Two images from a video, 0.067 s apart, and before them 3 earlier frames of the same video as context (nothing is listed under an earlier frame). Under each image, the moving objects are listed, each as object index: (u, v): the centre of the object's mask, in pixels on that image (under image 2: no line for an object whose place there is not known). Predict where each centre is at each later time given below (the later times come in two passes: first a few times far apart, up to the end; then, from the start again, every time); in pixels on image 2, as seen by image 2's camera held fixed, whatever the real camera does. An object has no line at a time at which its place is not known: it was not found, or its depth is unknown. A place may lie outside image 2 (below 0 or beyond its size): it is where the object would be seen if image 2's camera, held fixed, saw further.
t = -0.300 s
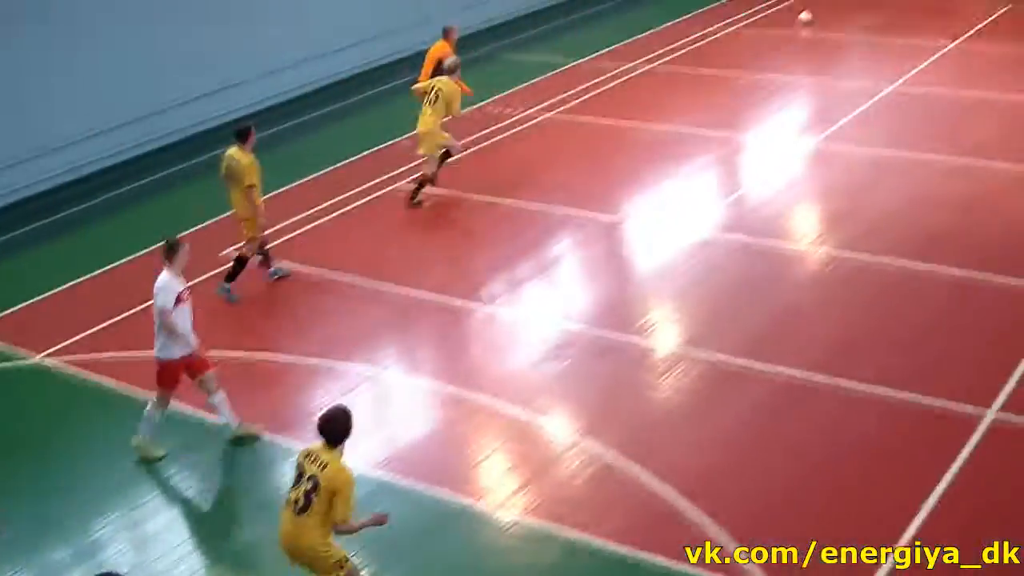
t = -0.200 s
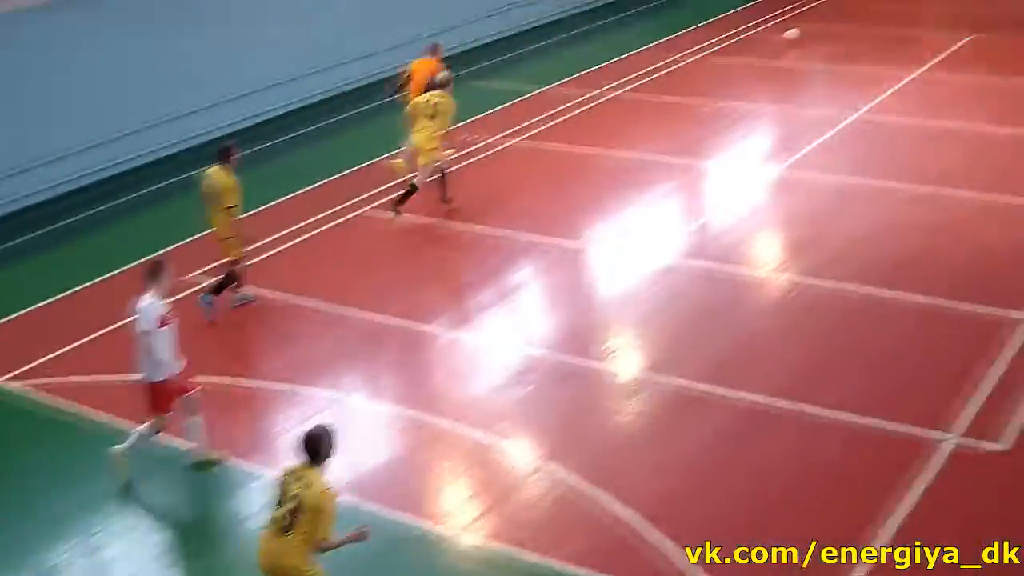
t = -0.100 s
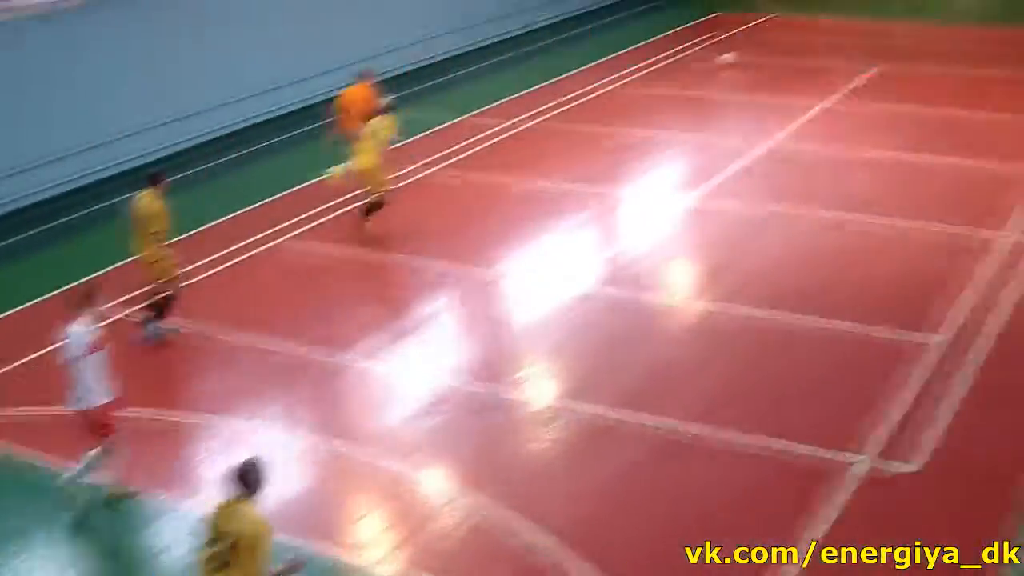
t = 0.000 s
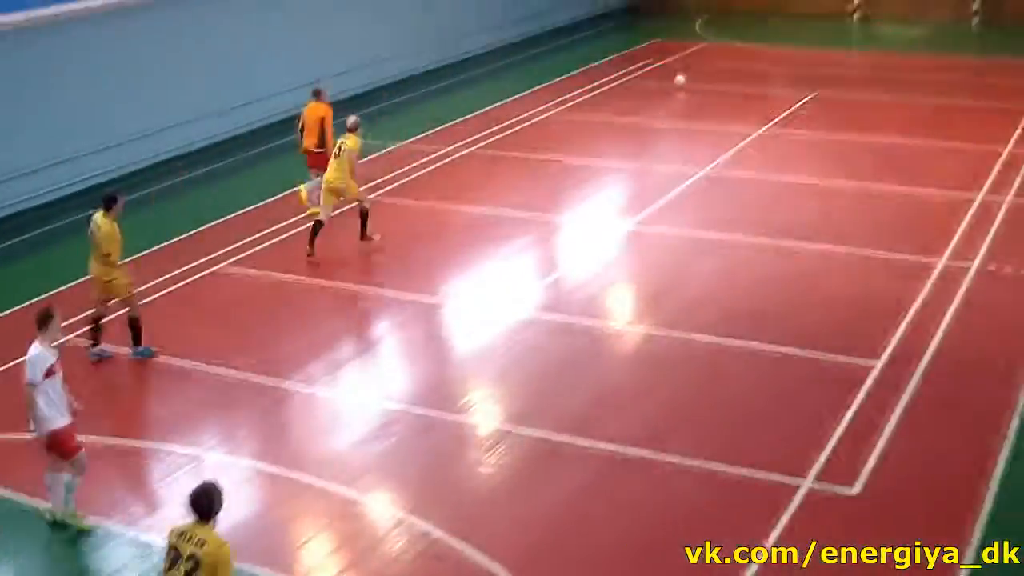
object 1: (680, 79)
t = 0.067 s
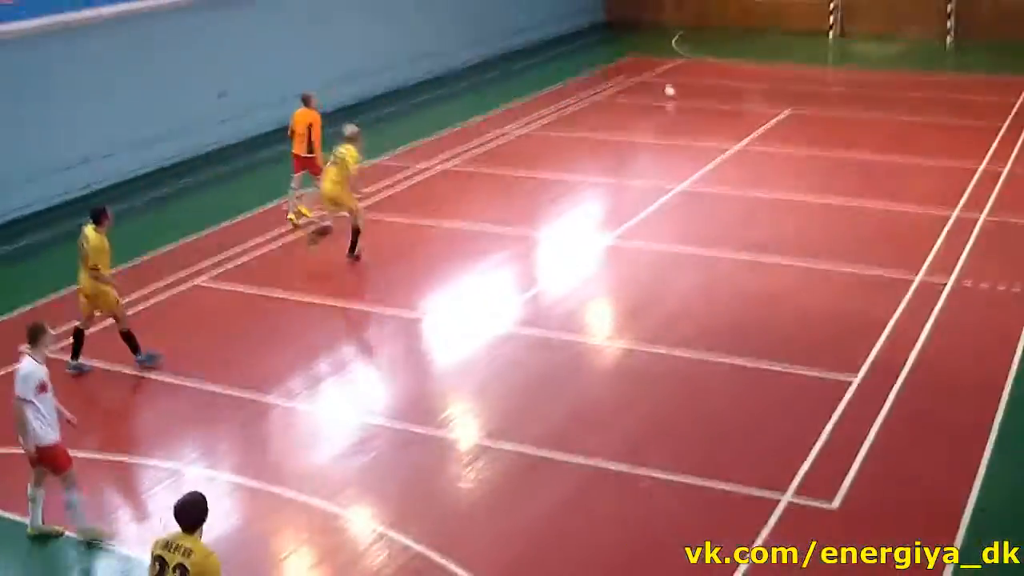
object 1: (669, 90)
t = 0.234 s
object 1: (697, 84)
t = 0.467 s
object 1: (731, 71)
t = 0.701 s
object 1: (760, 61)
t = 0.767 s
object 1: (770, 59)
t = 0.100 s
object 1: (675, 91)
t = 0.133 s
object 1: (680, 89)
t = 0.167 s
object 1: (686, 87)
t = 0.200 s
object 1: (690, 86)
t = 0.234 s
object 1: (697, 84)
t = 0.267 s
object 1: (702, 82)
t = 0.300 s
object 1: (707, 80)
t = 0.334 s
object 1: (712, 78)
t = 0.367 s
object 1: (717, 77)
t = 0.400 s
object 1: (721, 75)
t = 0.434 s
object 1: (726, 73)
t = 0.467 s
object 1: (731, 71)
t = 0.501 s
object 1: (735, 71)
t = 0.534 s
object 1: (739, 70)
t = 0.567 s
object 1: (744, 68)
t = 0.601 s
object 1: (748, 67)
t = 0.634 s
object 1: (753, 64)
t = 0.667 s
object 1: (755, 64)
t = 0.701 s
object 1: (760, 61)
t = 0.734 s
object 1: (764, 60)
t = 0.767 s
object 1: (770, 59)
